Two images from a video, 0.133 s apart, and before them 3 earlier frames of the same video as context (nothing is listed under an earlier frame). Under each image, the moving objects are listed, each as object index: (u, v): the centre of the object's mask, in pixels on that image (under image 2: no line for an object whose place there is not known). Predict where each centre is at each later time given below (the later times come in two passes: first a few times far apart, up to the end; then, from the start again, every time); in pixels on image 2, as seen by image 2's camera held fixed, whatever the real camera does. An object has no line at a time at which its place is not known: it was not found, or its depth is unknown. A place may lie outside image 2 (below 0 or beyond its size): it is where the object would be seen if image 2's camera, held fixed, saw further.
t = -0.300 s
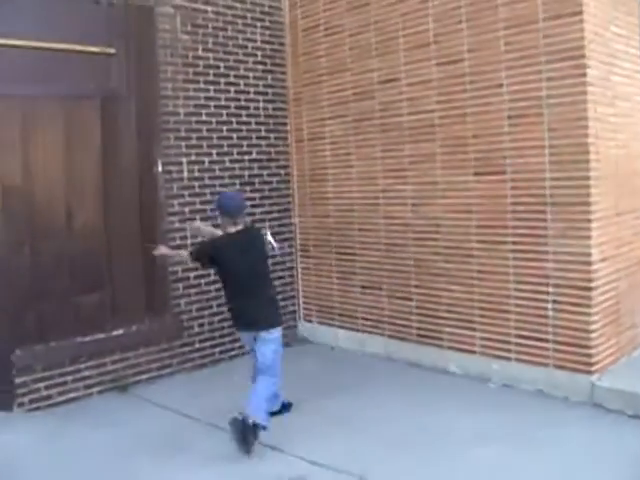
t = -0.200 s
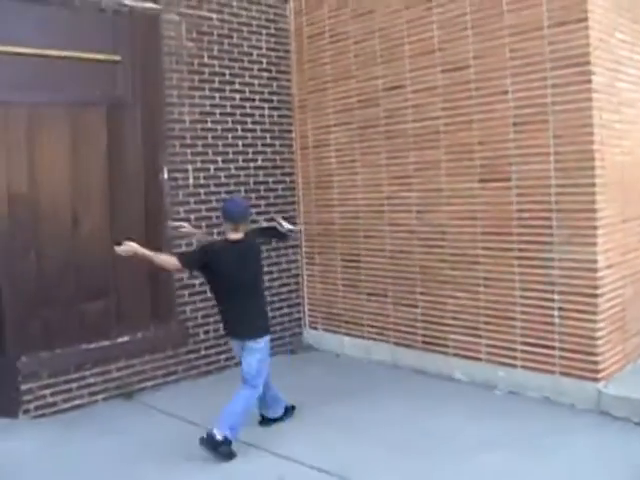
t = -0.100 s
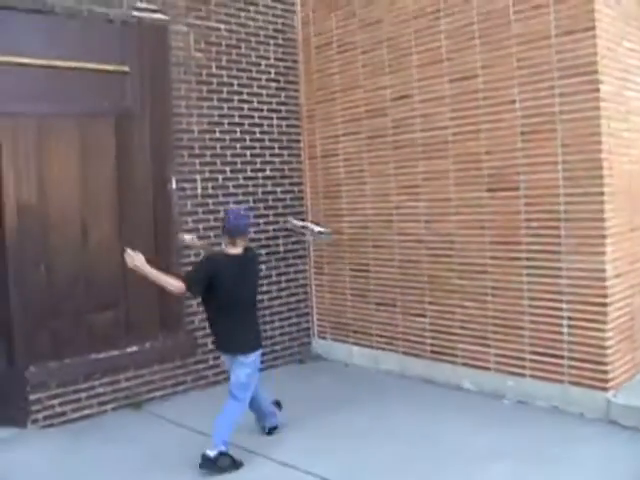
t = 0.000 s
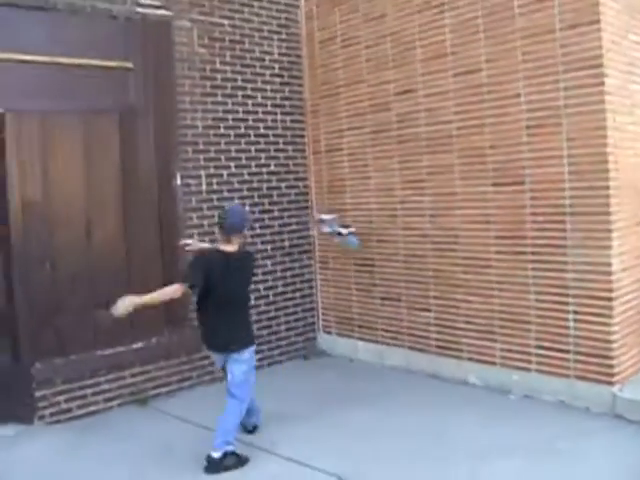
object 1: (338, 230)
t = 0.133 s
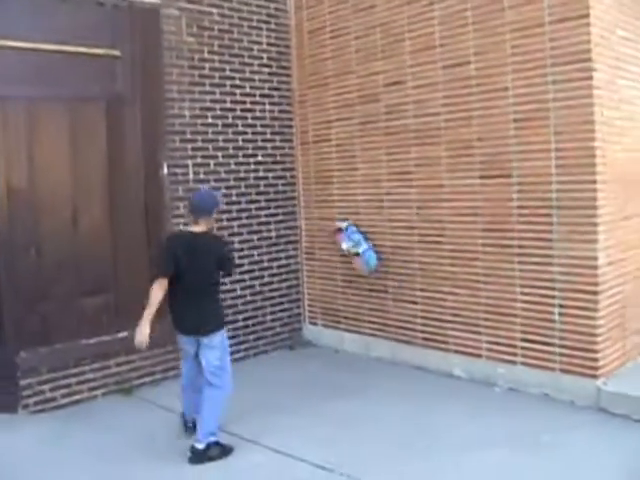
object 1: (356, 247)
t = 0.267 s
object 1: (378, 286)
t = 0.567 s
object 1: (376, 349)
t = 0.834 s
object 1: (364, 374)
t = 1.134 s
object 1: (342, 388)
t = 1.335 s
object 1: (328, 396)
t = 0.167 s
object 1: (362, 255)
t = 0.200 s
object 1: (368, 264)
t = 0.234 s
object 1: (373, 275)
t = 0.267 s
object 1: (378, 286)
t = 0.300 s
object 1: (381, 299)
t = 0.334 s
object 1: (385, 313)
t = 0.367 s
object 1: (383, 327)
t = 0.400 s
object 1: (384, 345)
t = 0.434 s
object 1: (380, 354)
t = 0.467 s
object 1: (377, 356)
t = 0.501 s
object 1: (377, 354)
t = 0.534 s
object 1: (377, 352)
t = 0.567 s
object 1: (376, 349)
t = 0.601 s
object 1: (373, 349)
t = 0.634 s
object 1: (371, 350)
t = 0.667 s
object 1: (369, 352)
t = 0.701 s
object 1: (368, 357)
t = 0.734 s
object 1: (369, 363)
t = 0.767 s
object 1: (369, 366)
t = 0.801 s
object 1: (365, 371)
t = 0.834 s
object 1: (364, 374)
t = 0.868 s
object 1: (361, 375)
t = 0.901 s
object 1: (360, 376)
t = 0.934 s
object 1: (358, 377)
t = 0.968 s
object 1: (356, 378)
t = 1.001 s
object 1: (353, 381)
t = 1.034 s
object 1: (351, 383)
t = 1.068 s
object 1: (348, 385)
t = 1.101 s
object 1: (345, 387)
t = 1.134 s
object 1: (342, 388)
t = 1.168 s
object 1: (340, 389)
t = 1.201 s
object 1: (337, 391)
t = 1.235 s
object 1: (334, 392)
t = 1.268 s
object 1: (333, 393)
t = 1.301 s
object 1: (330, 395)
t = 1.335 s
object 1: (328, 396)
